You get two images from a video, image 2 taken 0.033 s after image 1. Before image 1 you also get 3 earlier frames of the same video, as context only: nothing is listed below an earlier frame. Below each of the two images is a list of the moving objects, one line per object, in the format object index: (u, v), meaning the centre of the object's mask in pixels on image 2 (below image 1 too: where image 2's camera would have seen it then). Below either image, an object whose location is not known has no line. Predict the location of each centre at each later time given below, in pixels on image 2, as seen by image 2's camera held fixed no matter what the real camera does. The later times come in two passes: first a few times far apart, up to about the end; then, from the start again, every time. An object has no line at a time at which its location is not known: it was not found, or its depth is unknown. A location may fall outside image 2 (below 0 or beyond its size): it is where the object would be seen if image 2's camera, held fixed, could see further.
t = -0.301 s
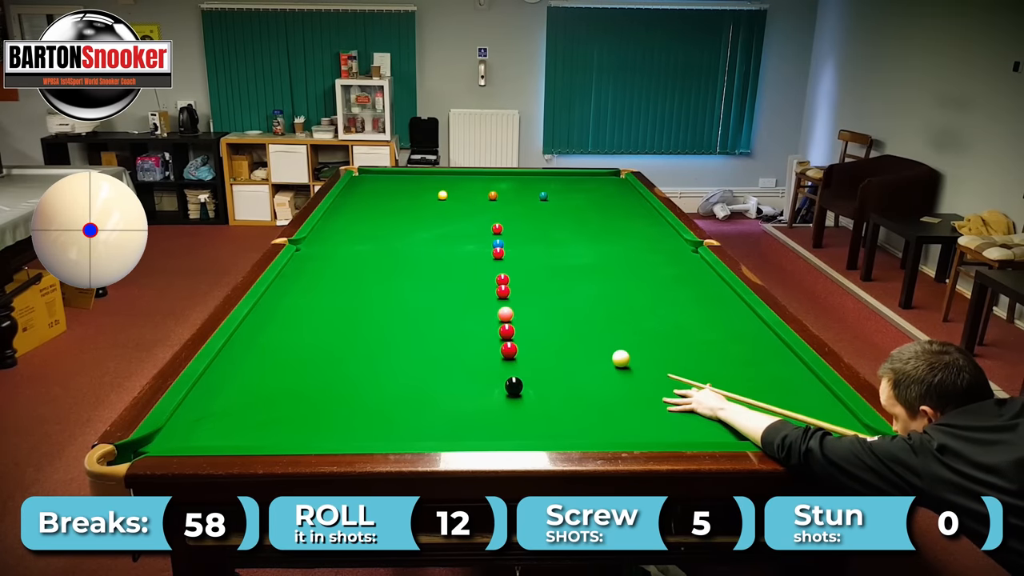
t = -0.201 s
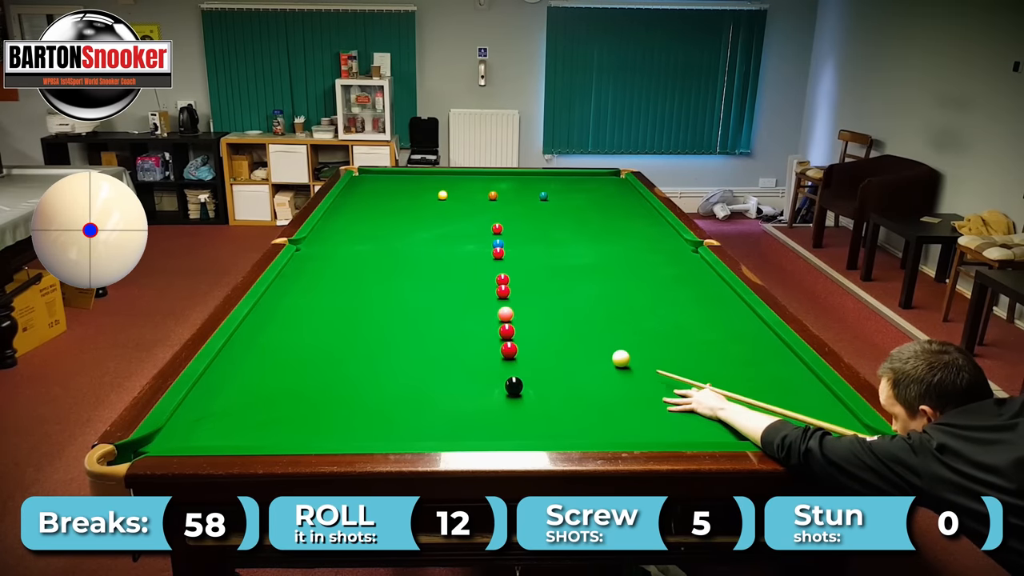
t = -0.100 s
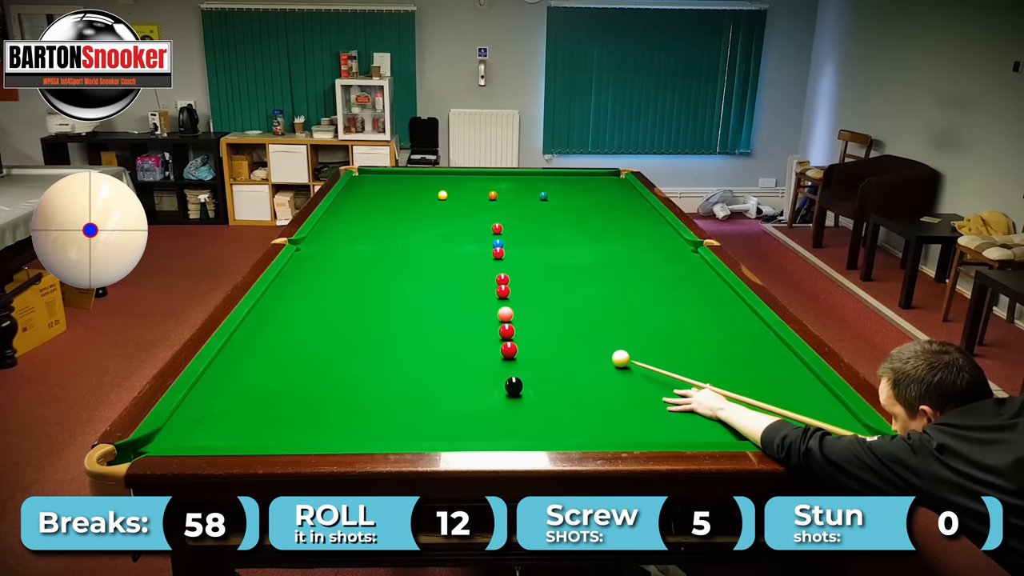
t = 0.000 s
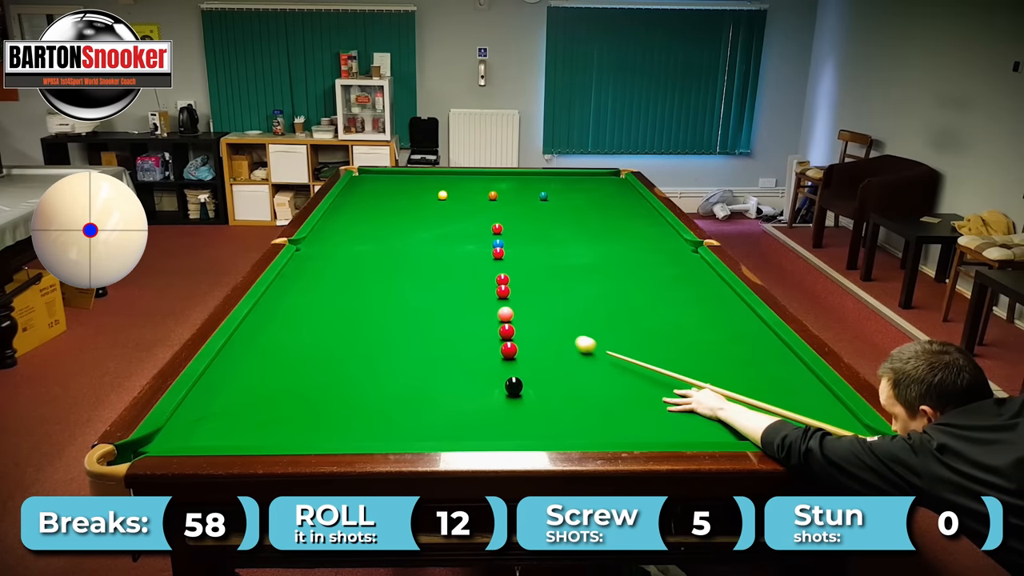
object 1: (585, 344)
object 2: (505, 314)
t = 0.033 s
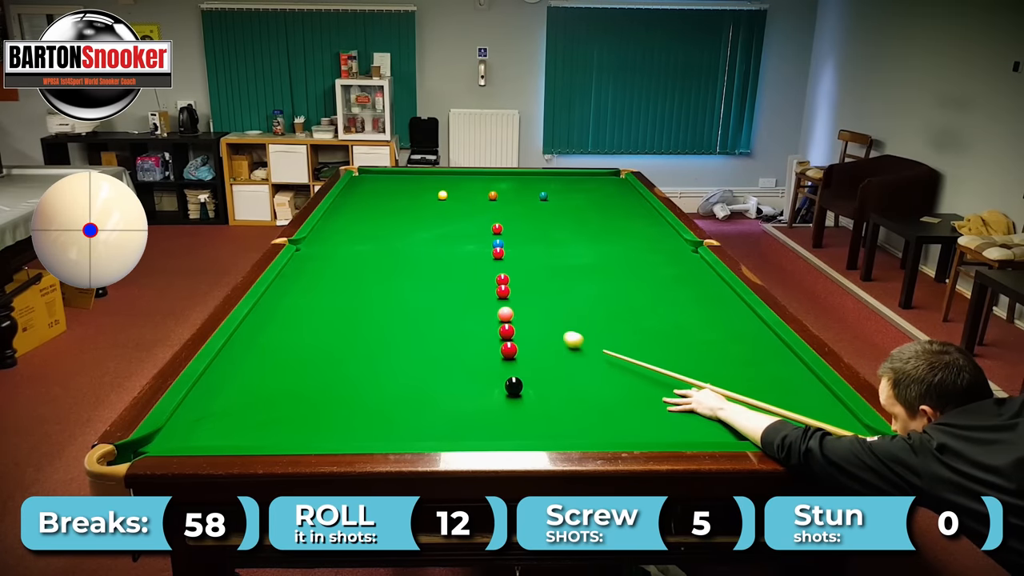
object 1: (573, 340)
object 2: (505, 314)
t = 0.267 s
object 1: (516, 317)
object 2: (494, 310)
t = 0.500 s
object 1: (504, 311)
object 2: (451, 295)
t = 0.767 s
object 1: (490, 304)
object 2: (412, 282)
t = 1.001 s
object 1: (479, 298)
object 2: (382, 271)
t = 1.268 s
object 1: (468, 293)
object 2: (350, 261)
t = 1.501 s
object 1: (459, 288)
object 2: (325, 252)
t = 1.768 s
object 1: (451, 284)
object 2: (300, 244)
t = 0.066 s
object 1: (562, 335)
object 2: (505, 314)
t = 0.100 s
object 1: (552, 331)
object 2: (505, 314)
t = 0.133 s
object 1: (542, 327)
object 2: (505, 314)
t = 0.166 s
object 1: (532, 324)
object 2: (505, 314)
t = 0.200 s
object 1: (523, 320)
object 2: (505, 314)
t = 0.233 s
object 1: (516, 318)
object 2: (502, 313)
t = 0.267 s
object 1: (516, 317)
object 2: (494, 310)
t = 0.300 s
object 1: (515, 317)
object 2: (487, 307)
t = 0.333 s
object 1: (514, 316)
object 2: (480, 305)
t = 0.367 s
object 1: (512, 315)
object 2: (473, 303)
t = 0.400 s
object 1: (510, 314)
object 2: (468, 301)
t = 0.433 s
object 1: (508, 313)
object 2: (462, 299)
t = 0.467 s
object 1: (506, 312)
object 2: (457, 297)
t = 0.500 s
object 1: (504, 311)
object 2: (451, 295)
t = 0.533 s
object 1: (502, 310)
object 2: (446, 293)
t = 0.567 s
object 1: (500, 309)
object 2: (441, 292)
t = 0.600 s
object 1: (498, 308)
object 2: (436, 290)
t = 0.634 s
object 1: (497, 307)
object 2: (431, 288)
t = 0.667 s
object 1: (495, 306)
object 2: (426, 287)
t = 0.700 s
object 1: (493, 306)
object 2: (422, 285)
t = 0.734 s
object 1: (492, 305)
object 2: (417, 283)
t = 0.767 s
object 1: (490, 304)
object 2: (412, 282)
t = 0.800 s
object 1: (488, 303)
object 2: (407, 280)
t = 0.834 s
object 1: (486, 302)
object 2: (403, 279)
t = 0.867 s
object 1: (485, 301)
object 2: (399, 277)
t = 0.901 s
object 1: (483, 300)
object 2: (394, 275)
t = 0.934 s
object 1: (482, 300)
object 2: (390, 274)
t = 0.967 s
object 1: (480, 299)
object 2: (386, 272)
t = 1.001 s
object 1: (479, 298)
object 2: (382, 271)
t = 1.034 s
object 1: (477, 297)
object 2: (377, 270)
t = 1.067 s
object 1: (476, 297)
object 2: (373, 268)
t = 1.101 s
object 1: (474, 296)
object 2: (369, 267)
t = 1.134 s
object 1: (473, 295)
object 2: (365, 266)
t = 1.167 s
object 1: (472, 294)
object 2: (362, 264)
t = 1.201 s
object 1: (470, 294)
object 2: (358, 263)
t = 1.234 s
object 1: (469, 293)
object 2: (354, 262)
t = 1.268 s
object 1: (468, 293)
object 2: (350, 261)
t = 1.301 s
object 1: (466, 292)
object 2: (347, 259)
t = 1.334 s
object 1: (465, 291)
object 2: (343, 258)
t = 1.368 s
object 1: (464, 290)
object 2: (340, 257)
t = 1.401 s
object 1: (463, 290)
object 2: (336, 256)
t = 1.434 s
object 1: (461, 289)
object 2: (332, 254)
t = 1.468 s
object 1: (460, 289)
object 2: (329, 253)
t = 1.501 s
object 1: (459, 288)
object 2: (325, 252)
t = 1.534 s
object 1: (458, 287)
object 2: (322, 251)
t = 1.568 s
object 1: (457, 287)
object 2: (319, 250)
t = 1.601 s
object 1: (456, 286)
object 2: (316, 249)
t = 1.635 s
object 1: (455, 286)
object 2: (312, 248)
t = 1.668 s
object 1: (454, 285)
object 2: (309, 247)
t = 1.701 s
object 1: (453, 285)
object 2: (306, 246)
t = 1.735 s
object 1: (452, 284)
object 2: (303, 245)
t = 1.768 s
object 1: (451, 284)
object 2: (300, 244)
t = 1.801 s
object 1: (450, 283)
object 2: (297, 244)
